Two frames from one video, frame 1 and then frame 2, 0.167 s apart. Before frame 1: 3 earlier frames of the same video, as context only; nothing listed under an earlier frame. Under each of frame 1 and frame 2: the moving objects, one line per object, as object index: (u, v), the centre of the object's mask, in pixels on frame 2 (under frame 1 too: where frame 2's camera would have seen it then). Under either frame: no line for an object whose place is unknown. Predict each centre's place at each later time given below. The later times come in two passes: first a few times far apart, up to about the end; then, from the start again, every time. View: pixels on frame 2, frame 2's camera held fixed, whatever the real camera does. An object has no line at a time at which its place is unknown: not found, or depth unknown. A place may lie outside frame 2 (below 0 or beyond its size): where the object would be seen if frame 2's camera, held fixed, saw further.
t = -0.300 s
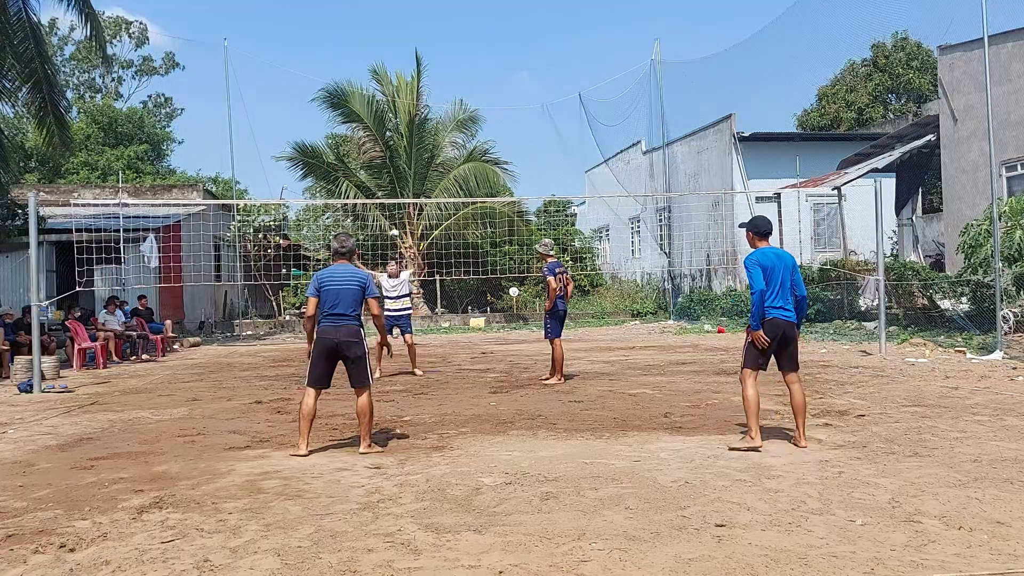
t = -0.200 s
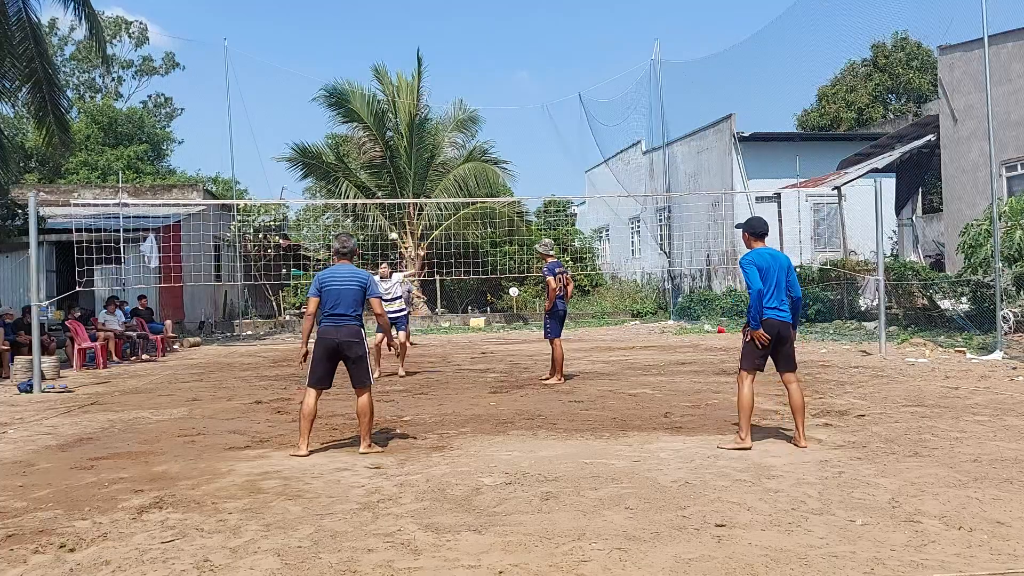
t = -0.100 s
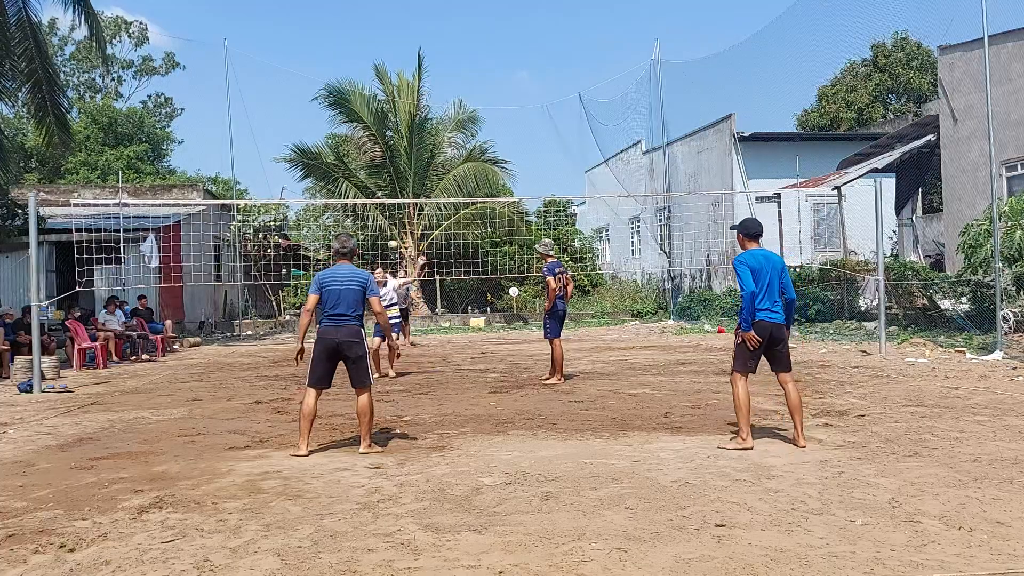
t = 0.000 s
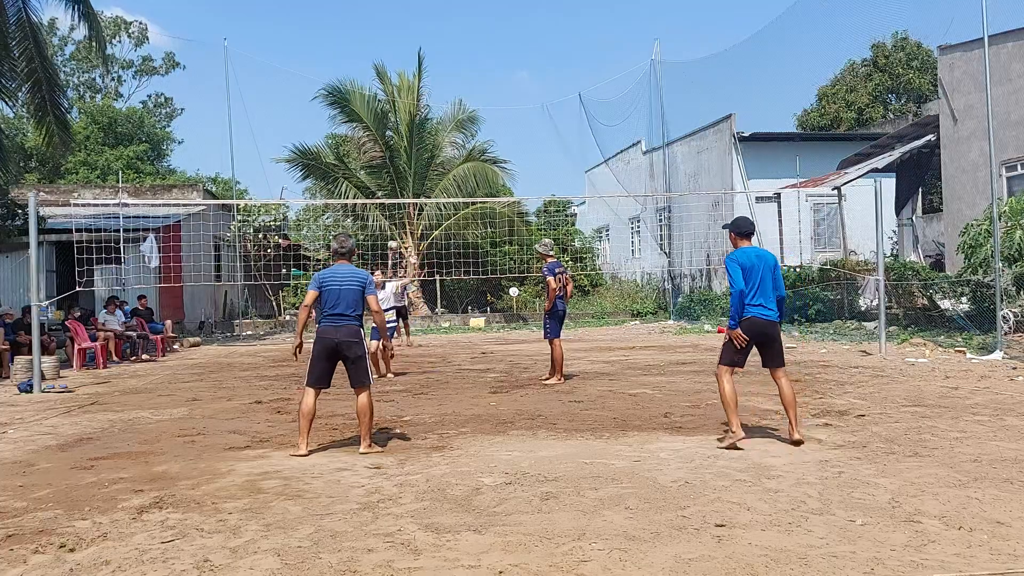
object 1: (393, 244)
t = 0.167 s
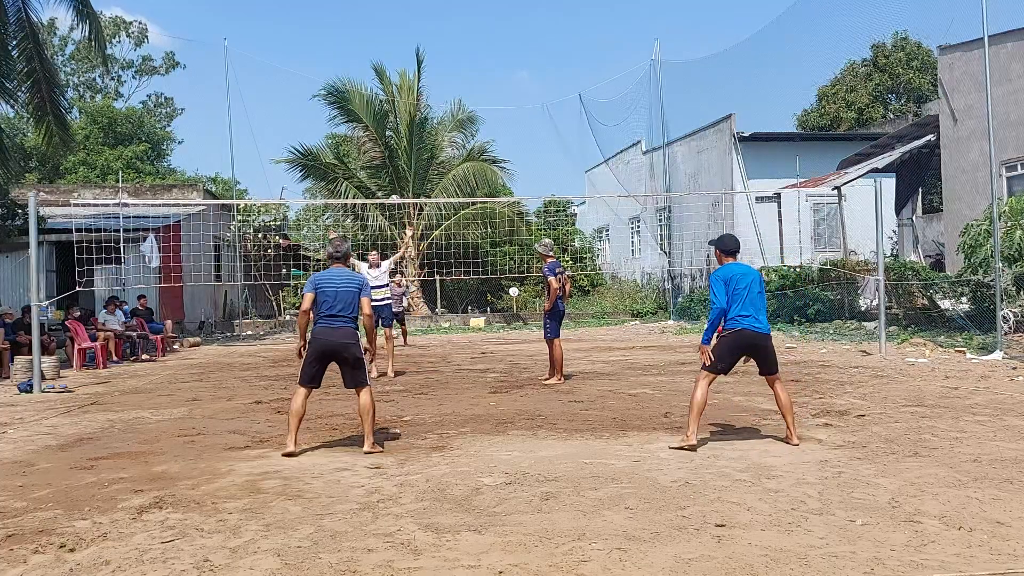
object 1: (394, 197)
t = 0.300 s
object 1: (398, 169)
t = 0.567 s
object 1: (411, 132)
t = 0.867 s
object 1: (440, 151)
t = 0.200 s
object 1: (395, 192)
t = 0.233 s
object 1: (396, 183)
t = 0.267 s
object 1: (397, 175)
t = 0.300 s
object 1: (398, 169)
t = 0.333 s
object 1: (399, 163)
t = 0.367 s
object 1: (400, 157)
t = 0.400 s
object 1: (402, 151)
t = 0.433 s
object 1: (404, 146)
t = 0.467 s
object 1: (405, 142)
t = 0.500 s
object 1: (407, 138)
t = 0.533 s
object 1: (409, 133)
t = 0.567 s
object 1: (411, 132)
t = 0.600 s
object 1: (414, 130)
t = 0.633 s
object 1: (416, 129)
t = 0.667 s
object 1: (419, 129)
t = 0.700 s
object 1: (422, 130)
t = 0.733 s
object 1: (425, 132)
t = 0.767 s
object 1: (427, 135)
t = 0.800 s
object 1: (431, 139)
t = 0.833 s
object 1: (435, 145)
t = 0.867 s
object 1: (440, 151)
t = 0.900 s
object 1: (445, 159)
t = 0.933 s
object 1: (450, 168)
